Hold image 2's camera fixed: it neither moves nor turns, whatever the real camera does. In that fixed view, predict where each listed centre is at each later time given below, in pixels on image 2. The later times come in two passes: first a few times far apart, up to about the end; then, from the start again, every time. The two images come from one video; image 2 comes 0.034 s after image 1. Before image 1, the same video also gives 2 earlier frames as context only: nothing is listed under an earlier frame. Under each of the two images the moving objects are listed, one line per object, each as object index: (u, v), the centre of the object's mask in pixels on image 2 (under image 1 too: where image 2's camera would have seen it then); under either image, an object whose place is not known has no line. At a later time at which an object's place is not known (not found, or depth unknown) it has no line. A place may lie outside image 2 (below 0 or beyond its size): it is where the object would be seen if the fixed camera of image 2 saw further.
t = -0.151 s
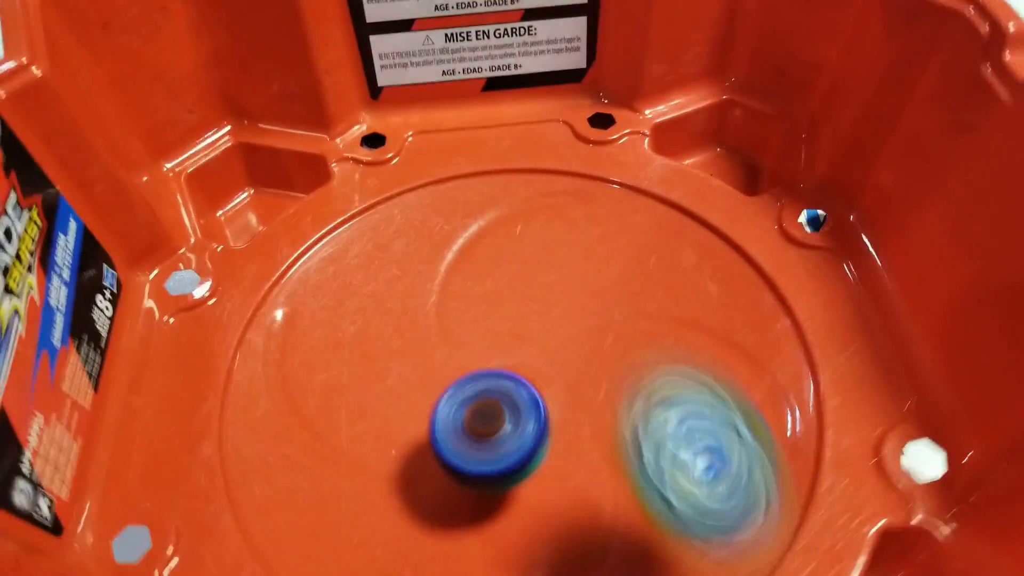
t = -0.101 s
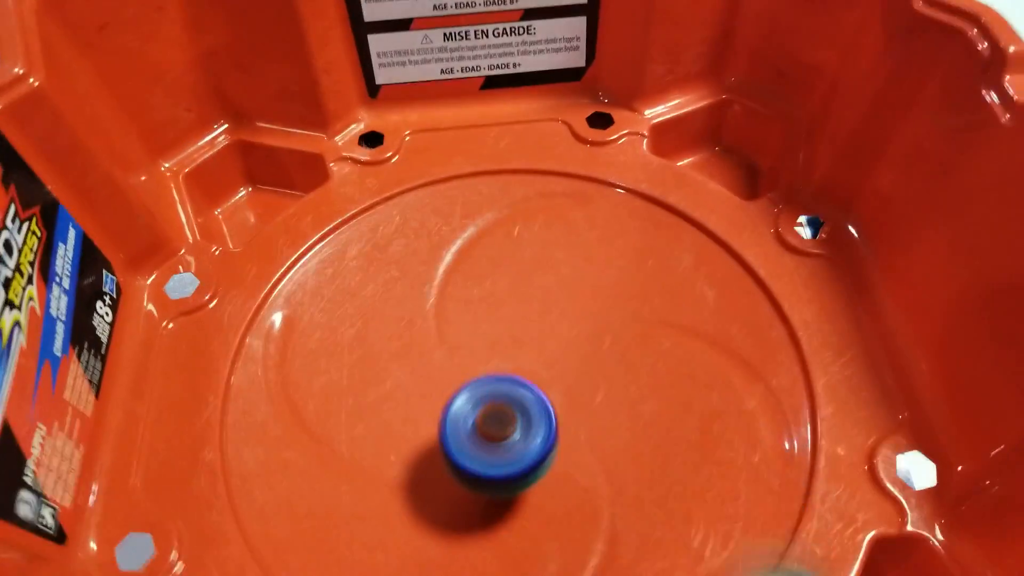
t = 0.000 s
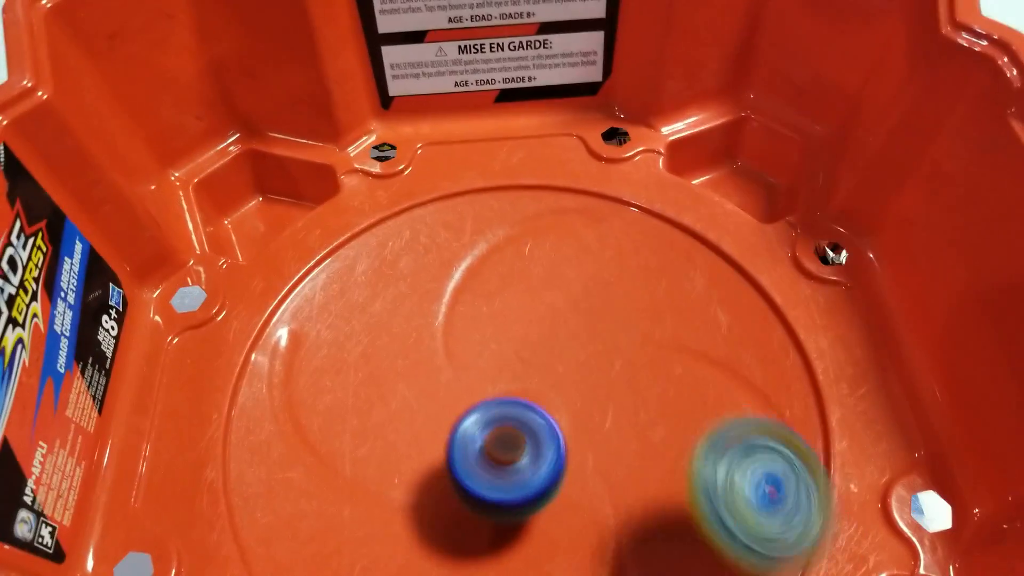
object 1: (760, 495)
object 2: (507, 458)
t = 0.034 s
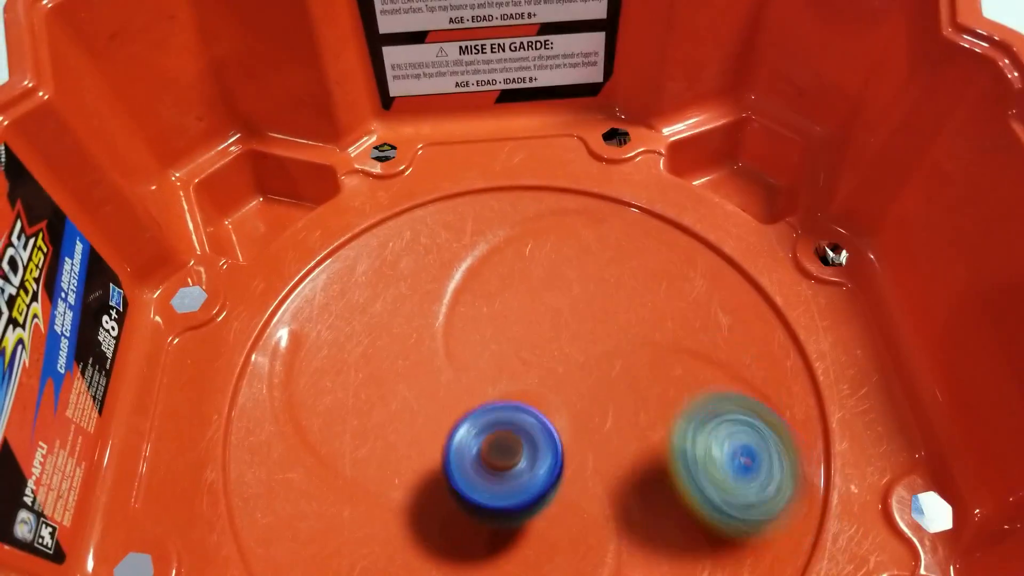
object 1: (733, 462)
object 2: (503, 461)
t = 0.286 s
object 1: (597, 174)
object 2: (508, 458)
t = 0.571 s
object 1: (465, 320)
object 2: (515, 459)
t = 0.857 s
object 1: (570, 321)
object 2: (513, 456)
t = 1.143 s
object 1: (670, 235)
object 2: (522, 453)
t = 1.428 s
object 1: (613, 256)
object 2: (522, 449)
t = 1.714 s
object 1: (648, 392)
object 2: (521, 443)
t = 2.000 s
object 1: (704, 482)
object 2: (518, 439)
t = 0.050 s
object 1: (723, 435)
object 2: (503, 458)
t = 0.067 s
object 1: (716, 402)
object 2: (506, 457)
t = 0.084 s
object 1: (708, 375)
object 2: (508, 459)
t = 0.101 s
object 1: (698, 352)
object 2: (506, 461)
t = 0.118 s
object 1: (688, 333)
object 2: (504, 460)
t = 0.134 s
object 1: (678, 319)
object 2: (506, 457)
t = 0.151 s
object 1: (668, 303)
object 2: (509, 458)
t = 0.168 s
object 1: (660, 279)
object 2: (510, 460)
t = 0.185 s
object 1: (653, 258)
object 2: (507, 460)
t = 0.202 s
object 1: (644, 241)
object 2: (506, 459)
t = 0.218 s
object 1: (634, 227)
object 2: (509, 457)
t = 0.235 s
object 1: (625, 214)
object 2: (511, 458)
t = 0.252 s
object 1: (616, 198)
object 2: (510, 460)
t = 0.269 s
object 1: (607, 185)
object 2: (508, 460)
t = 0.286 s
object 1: (597, 174)
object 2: (508, 458)
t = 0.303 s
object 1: (585, 170)
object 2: (511, 457)
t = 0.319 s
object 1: (573, 170)
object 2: (513, 459)
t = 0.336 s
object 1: (559, 175)
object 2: (512, 460)
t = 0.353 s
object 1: (546, 183)
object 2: (509, 459)
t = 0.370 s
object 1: (534, 189)
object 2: (511, 456)
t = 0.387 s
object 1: (524, 197)
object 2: (514, 457)
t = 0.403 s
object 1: (515, 207)
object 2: (514, 459)
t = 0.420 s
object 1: (506, 217)
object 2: (511, 459)
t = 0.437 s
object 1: (499, 227)
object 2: (511, 457)
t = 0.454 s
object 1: (492, 238)
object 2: (514, 455)
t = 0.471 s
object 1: (485, 249)
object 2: (516, 457)
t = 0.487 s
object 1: (480, 261)
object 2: (515, 459)
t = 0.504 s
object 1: (476, 275)
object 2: (512, 458)
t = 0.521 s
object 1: (472, 286)
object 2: (513, 455)
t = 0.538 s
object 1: (469, 298)
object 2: (517, 455)
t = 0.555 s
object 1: (466, 310)
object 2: (518, 458)
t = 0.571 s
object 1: (465, 320)
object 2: (515, 459)
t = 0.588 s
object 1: (463, 331)
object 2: (513, 457)
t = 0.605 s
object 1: (462, 340)
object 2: (516, 454)
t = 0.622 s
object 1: (461, 348)
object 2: (519, 456)
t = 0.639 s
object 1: (462, 355)
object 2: (518, 458)
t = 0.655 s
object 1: (462, 359)
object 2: (515, 457)
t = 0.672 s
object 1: (464, 362)
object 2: (515, 455)
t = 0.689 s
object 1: (470, 361)
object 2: (515, 458)
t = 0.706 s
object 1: (477, 356)
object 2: (512, 458)
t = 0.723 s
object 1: (486, 352)
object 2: (511, 455)
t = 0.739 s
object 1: (496, 348)
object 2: (514, 454)
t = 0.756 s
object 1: (506, 345)
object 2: (515, 456)
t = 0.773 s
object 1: (518, 342)
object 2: (513, 457)
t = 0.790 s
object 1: (528, 339)
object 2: (511, 455)
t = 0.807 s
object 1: (539, 334)
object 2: (513, 453)
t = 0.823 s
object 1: (550, 330)
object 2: (516, 454)
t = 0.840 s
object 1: (560, 325)
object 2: (516, 456)
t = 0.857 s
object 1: (570, 321)
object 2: (513, 456)
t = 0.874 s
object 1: (580, 315)
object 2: (512, 454)
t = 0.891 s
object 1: (590, 309)
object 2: (515, 453)
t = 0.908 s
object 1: (599, 304)
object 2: (518, 455)
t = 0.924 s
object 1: (608, 298)
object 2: (517, 456)
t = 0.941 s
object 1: (616, 293)
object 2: (514, 455)
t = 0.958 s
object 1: (623, 288)
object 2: (515, 453)
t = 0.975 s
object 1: (630, 282)
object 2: (518, 453)
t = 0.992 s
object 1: (637, 277)
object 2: (519, 454)
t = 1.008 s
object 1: (643, 271)
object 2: (517, 455)
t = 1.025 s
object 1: (648, 267)
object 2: (515, 454)
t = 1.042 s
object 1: (653, 261)
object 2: (517, 452)
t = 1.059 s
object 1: (658, 256)
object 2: (520, 453)
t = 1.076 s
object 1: (661, 251)
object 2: (520, 454)
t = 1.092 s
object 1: (664, 246)
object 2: (517, 454)
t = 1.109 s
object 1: (667, 242)
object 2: (517, 452)
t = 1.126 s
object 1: (668, 238)
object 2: (519, 451)
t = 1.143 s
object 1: (670, 235)
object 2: (522, 453)
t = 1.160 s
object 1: (670, 232)
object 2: (520, 454)
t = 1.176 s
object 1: (669, 229)
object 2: (518, 453)
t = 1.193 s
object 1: (668, 227)
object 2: (519, 451)
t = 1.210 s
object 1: (666, 226)
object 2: (522, 452)
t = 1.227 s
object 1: (663, 225)
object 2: (523, 453)
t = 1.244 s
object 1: (659, 224)
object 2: (520, 453)
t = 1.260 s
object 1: (655, 224)
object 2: (518, 451)
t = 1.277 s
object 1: (650, 225)
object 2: (521, 450)
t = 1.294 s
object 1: (646, 226)
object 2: (523, 452)
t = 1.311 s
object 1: (641, 227)
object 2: (523, 453)
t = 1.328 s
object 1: (637, 229)
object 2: (520, 452)
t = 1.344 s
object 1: (632, 232)
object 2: (520, 450)
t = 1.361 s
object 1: (628, 236)
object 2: (523, 450)
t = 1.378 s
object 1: (623, 240)
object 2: (524, 451)
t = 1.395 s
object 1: (619, 245)
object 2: (523, 452)
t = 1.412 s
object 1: (616, 250)
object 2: (520, 450)
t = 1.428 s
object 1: (613, 256)
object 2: (522, 449)
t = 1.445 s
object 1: (611, 263)
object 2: (524, 450)
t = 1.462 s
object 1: (609, 270)
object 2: (525, 451)
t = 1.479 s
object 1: (608, 279)
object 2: (522, 451)
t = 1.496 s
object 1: (607, 287)
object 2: (521, 449)
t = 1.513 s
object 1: (607, 295)
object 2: (523, 448)
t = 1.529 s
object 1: (607, 305)
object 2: (526, 450)
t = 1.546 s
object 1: (606, 315)
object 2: (525, 450)
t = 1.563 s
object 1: (606, 325)
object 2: (522, 449)
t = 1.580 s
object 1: (607, 336)
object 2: (522, 448)
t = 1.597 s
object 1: (608, 346)
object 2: (525, 448)
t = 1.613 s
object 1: (608, 357)
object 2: (526, 449)
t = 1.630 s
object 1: (609, 366)
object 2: (524, 449)
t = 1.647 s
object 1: (613, 375)
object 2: (521, 448)
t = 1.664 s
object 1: (621, 380)
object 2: (518, 444)
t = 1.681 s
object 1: (629, 385)
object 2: (518, 443)
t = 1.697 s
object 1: (639, 388)
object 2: (520, 443)
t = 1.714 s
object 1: (648, 392)
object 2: (521, 443)
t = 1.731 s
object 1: (656, 396)
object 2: (520, 444)
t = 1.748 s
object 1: (662, 400)
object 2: (518, 443)
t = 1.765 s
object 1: (667, 405)
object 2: (519, 442)
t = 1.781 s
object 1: (672, 410)
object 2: (520, 442)
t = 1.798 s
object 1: (677, 416)
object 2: (520, 443)
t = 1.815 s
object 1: (681, 421)
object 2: (519, 442)
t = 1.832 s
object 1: (684, 427)
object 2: (518, 441)
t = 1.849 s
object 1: (688, 433)
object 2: (519, 440)
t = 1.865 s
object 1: (692, 439)
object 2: (520, 441)
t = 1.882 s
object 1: (695, 446)
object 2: (520, 442)
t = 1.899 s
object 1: (697, 452)
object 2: (519, 441)
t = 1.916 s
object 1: (700, 458)
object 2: (518, 440)
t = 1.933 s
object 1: (702, 464)
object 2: (519, 440)
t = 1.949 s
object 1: (704, 470)
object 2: (520, 441)
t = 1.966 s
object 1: (705, 475)
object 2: (519, 441)
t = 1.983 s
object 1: (704, 478)
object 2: (518, 440)
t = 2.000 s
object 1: (704, 482)
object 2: (518, 439)
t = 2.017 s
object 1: (703, 484)
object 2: (519, 439)
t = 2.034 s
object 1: (701, 486)
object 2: (520, 440)
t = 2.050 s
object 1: (698, 488)
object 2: (519, 440)
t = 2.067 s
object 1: (696, 491)
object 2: (517, 439)
